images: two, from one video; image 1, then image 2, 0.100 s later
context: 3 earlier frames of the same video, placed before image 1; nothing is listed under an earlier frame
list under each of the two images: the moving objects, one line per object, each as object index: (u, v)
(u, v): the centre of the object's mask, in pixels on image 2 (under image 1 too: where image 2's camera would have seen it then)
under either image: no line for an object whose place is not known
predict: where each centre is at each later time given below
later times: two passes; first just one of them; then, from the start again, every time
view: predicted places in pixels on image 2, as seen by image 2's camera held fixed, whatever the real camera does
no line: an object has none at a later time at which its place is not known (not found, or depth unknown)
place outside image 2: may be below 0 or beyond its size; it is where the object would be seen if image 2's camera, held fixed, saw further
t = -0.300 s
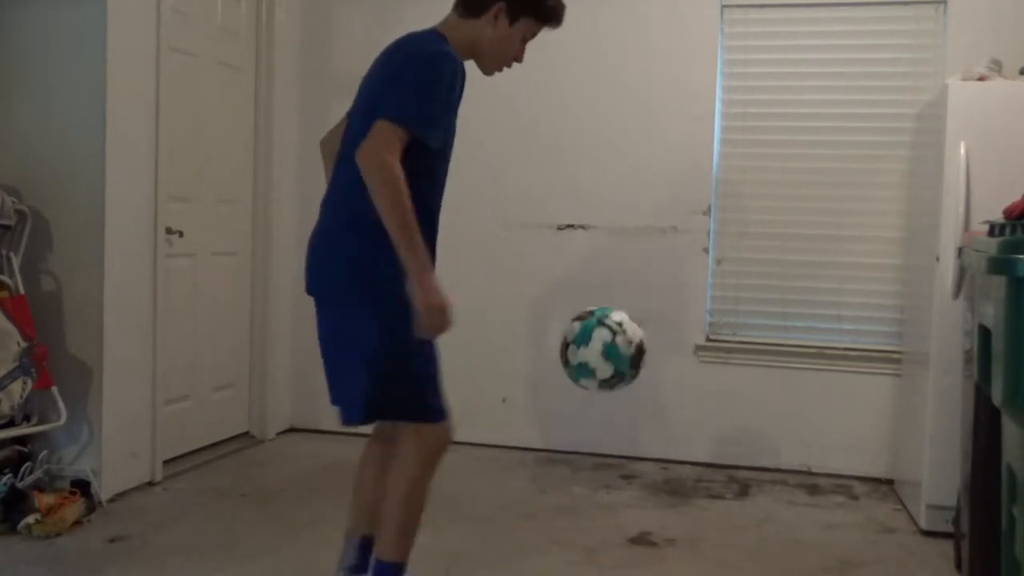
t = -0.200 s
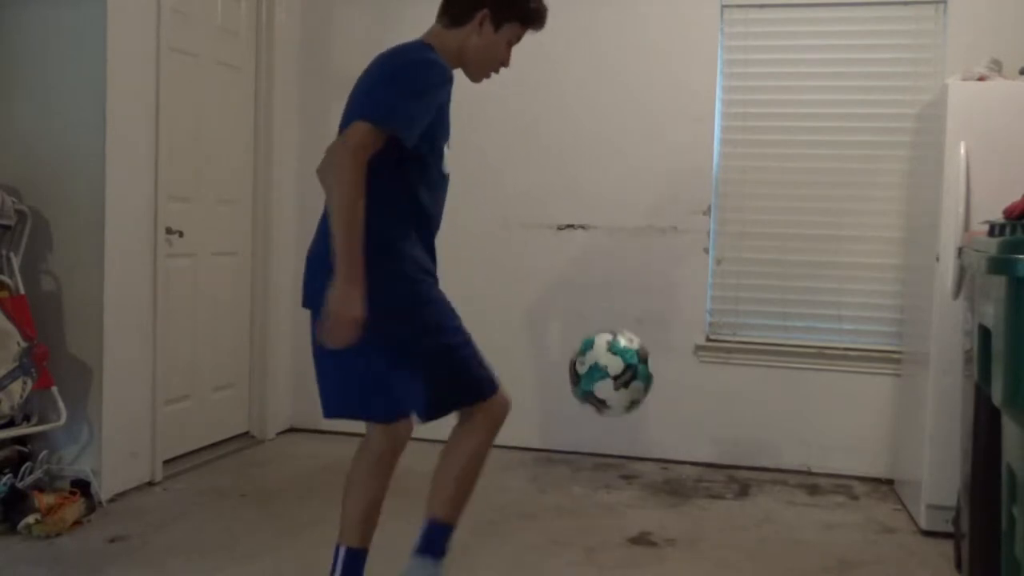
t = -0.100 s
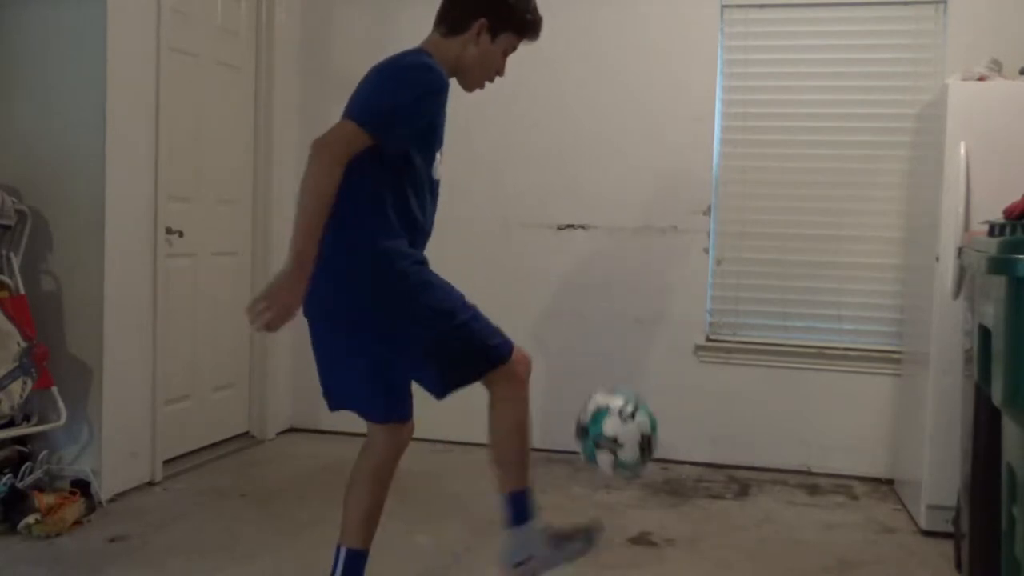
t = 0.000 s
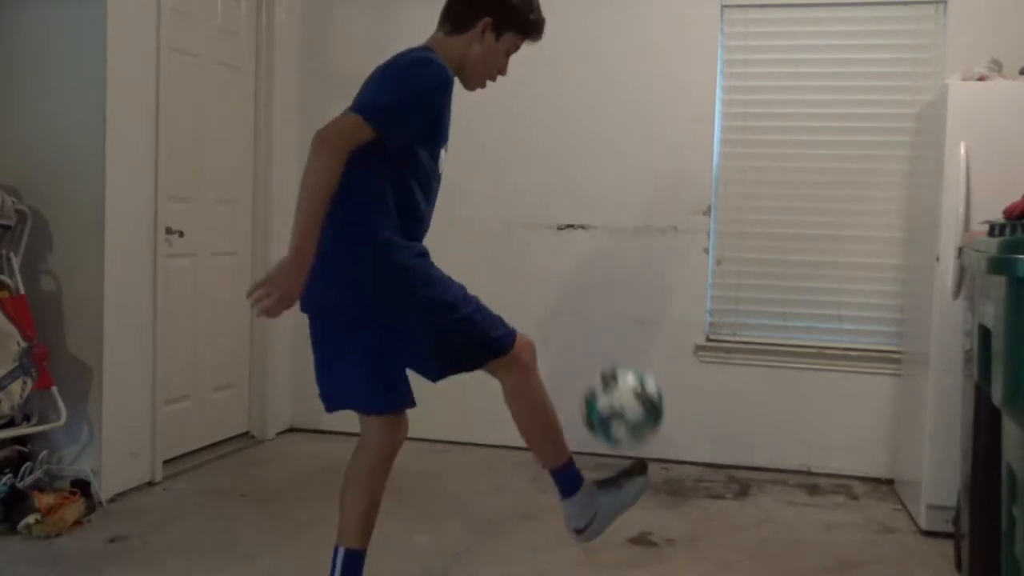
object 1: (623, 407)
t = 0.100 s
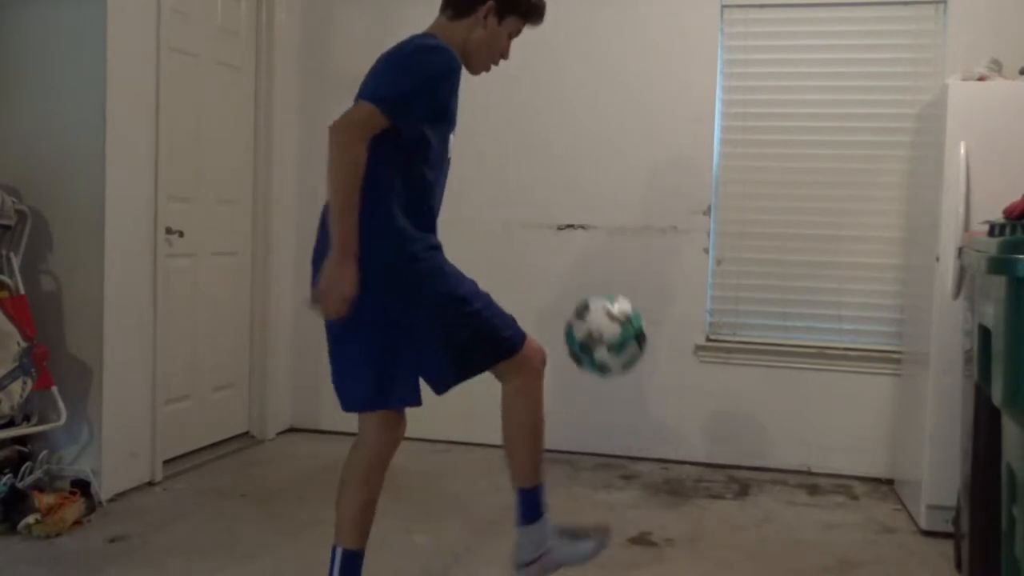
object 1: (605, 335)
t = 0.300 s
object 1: (568, 304)
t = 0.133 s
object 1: (599, 320)
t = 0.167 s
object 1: (593, 309)
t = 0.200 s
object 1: (587, 302)
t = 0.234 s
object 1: (581, 299)
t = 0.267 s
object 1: (575, 300)
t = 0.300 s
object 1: (568, 304)
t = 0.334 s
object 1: (562, 314)
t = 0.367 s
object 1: (555, 326)
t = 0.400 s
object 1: (548, 343)
